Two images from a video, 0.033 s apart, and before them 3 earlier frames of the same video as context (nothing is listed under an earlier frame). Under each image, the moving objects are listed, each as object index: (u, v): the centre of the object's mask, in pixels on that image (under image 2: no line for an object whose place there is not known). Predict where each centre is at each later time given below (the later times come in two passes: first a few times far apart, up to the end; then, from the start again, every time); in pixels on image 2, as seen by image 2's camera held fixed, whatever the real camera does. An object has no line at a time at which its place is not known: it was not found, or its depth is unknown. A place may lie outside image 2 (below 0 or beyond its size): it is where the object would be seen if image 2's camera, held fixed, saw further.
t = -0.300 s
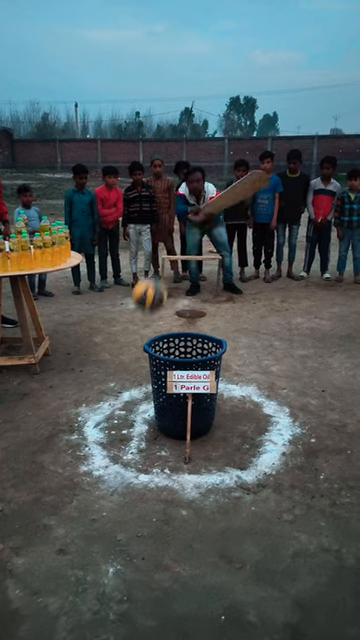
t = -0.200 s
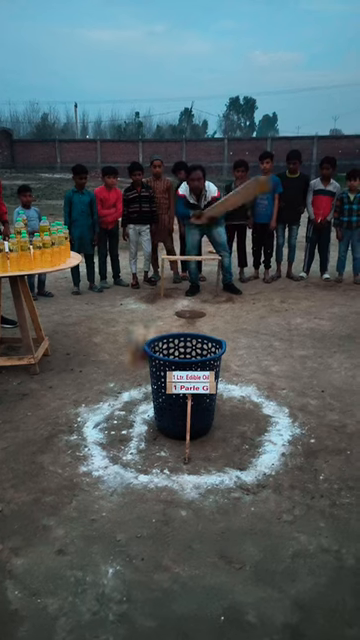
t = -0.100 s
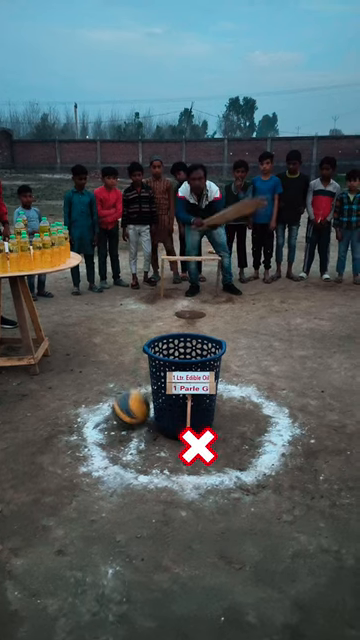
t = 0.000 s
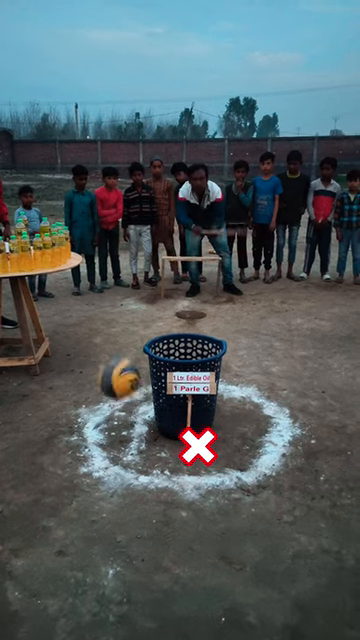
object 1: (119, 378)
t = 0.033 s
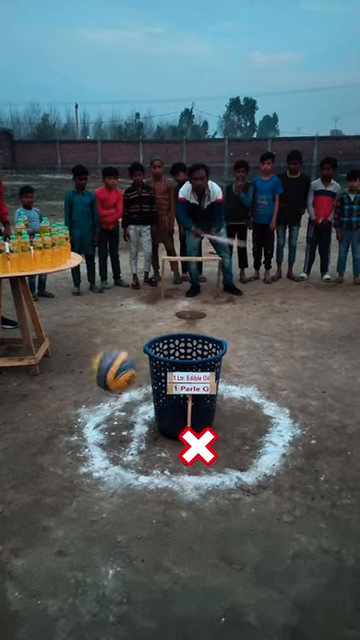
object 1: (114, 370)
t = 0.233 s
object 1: (85, 362)
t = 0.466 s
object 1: (43, 480)
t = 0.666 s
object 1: (9, 552)
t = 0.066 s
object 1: (108, 364)
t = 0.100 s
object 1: (102, 360)
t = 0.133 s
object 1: (99, 358)
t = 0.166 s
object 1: (94, 358)
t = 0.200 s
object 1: (89, 360)
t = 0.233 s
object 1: (85, 362)
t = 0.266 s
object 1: (78, 370)
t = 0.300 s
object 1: (73, 380)
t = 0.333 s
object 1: (66, 393)
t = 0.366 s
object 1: (60, 410)
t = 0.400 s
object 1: (54, 429)
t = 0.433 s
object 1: (48, 451)
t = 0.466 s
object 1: (43, 480)
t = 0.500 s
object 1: (37, 510)
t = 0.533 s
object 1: (35, 550)
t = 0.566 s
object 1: (27, 563)
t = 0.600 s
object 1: (18, 559)
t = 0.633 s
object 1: (14, 555)
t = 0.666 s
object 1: (9, 552)
